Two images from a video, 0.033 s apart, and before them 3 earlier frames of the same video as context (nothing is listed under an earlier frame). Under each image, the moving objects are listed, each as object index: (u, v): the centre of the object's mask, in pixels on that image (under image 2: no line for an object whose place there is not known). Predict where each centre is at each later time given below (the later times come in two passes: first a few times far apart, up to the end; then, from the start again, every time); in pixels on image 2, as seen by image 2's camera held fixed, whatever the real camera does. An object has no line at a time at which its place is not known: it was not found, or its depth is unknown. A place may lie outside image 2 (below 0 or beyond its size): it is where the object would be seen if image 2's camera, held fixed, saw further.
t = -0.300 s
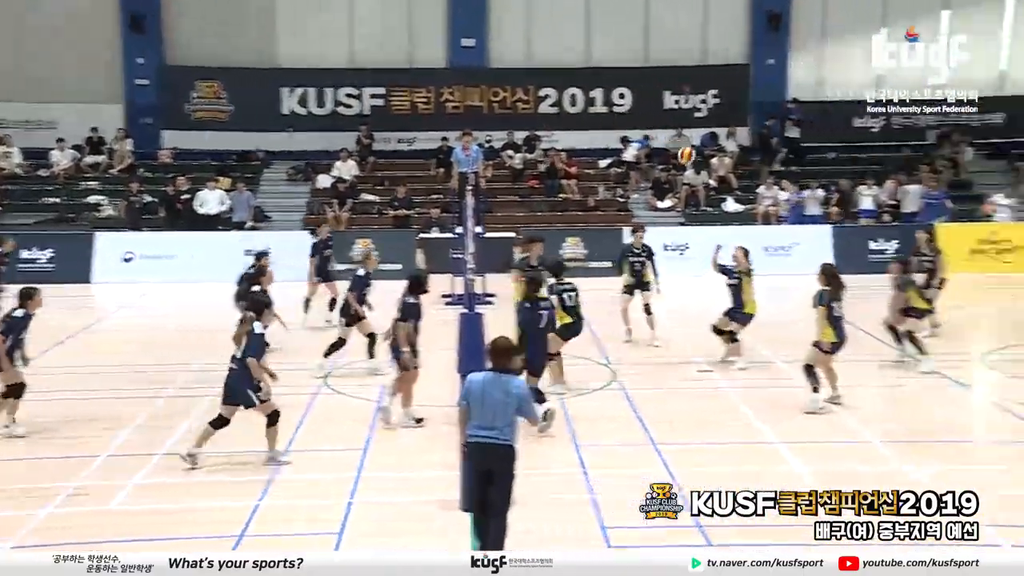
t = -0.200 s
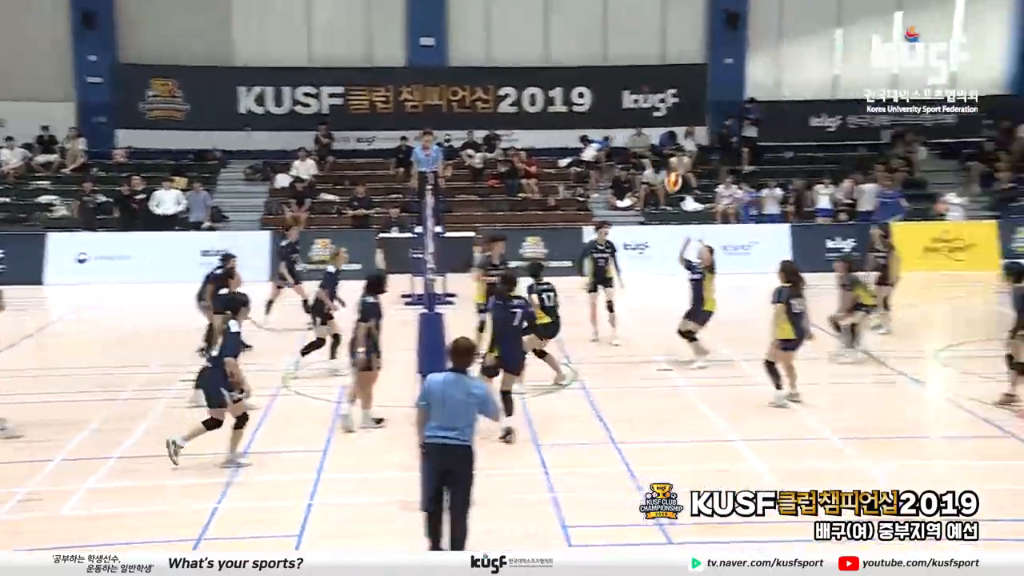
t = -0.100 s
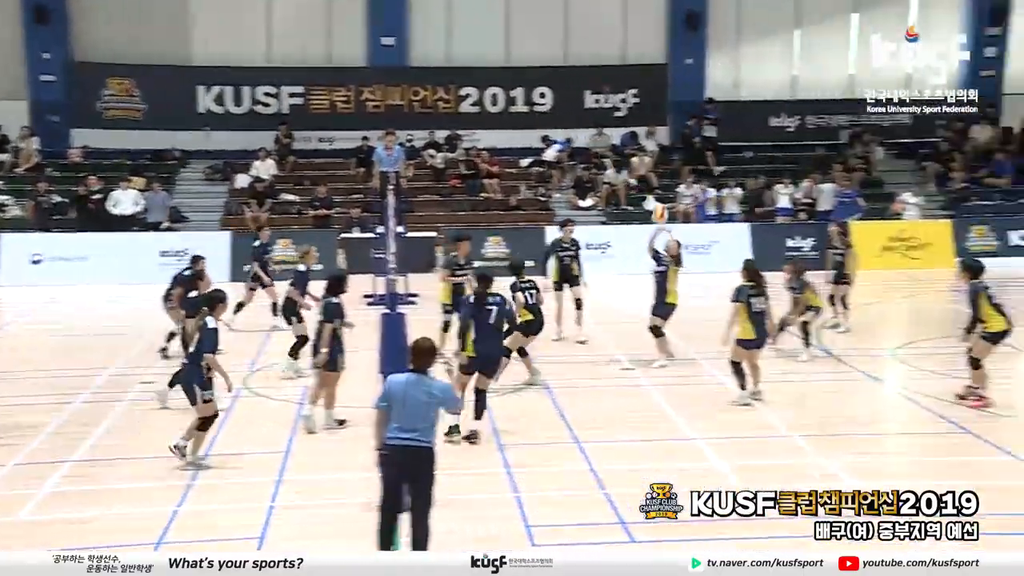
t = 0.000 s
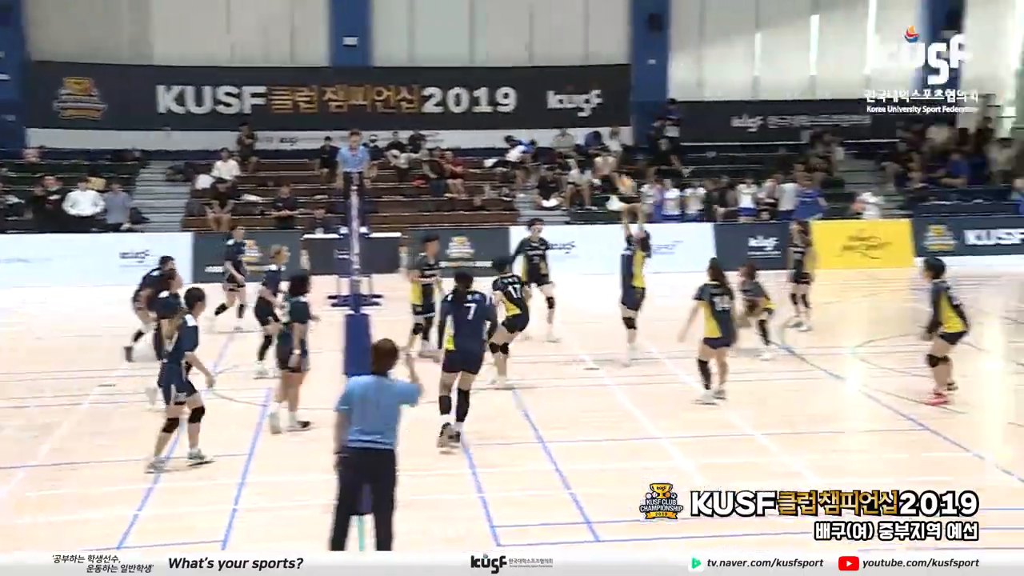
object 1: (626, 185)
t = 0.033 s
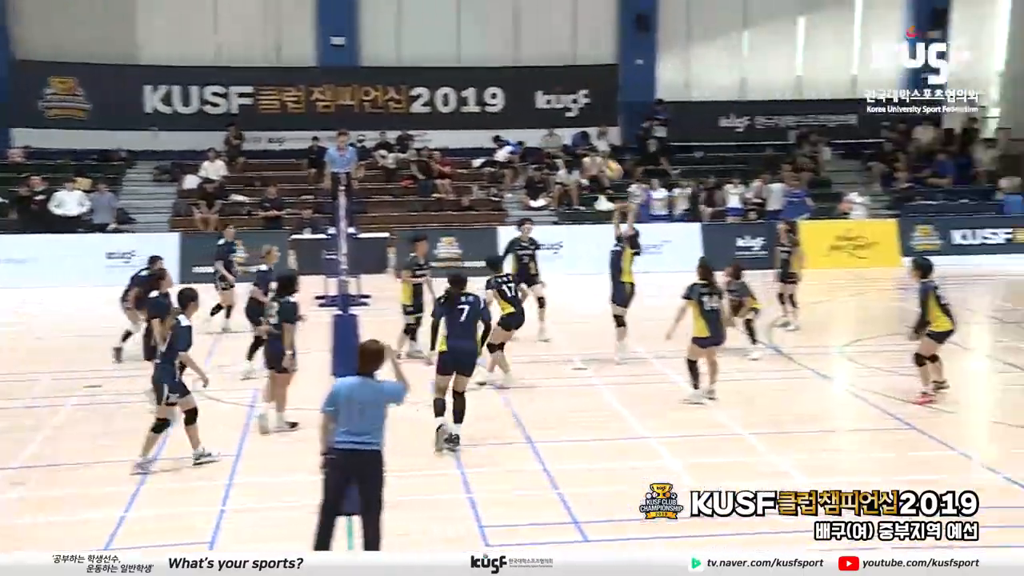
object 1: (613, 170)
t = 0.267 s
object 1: (589, 78)
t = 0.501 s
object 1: (567, 30)
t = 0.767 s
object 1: (545, 29)
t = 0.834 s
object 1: (539, 38)
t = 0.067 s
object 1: (609, 153)
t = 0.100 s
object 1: (604, 138)
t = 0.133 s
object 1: (601, 122)
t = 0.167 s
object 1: (599, 112)
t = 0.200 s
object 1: (597, 100)
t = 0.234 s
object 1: (593, 88)
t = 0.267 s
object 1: (589, 78)
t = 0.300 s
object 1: (587, 70)
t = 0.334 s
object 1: (584, 61)
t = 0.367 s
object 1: (582, 52)
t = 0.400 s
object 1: (577, 45)
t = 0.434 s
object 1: (573, 39)
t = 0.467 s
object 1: (570, 35)
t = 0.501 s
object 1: (567, 30)
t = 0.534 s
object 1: (564, 27)
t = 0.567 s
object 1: (561, 25)
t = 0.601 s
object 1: (558, 24)
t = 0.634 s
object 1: (556, 23)
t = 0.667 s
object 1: (552, 23)
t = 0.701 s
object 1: (550, 25)
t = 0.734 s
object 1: (546, 26)
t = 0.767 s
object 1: (545, 29)
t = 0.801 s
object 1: (542, 33)
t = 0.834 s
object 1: (539, 38)
